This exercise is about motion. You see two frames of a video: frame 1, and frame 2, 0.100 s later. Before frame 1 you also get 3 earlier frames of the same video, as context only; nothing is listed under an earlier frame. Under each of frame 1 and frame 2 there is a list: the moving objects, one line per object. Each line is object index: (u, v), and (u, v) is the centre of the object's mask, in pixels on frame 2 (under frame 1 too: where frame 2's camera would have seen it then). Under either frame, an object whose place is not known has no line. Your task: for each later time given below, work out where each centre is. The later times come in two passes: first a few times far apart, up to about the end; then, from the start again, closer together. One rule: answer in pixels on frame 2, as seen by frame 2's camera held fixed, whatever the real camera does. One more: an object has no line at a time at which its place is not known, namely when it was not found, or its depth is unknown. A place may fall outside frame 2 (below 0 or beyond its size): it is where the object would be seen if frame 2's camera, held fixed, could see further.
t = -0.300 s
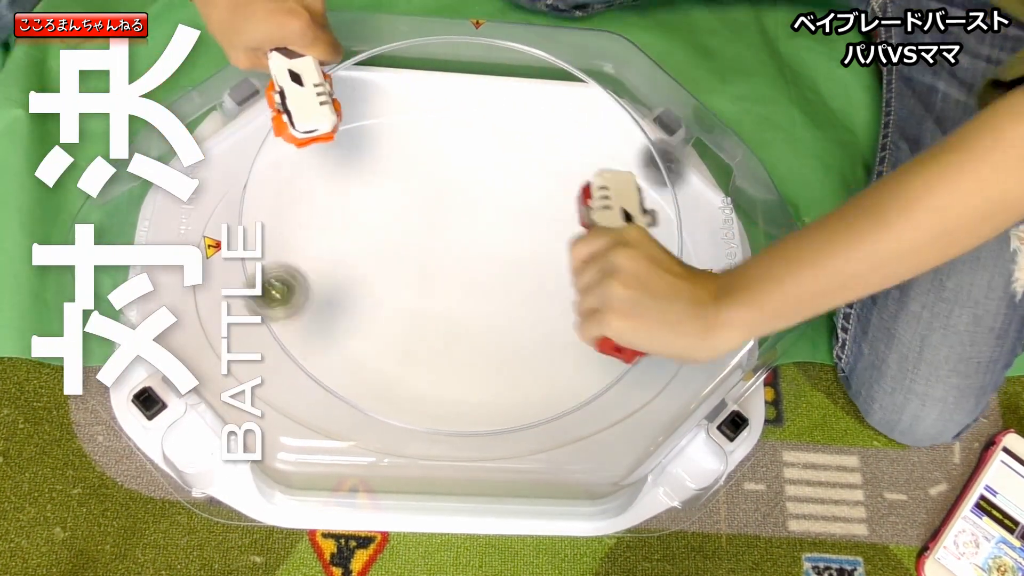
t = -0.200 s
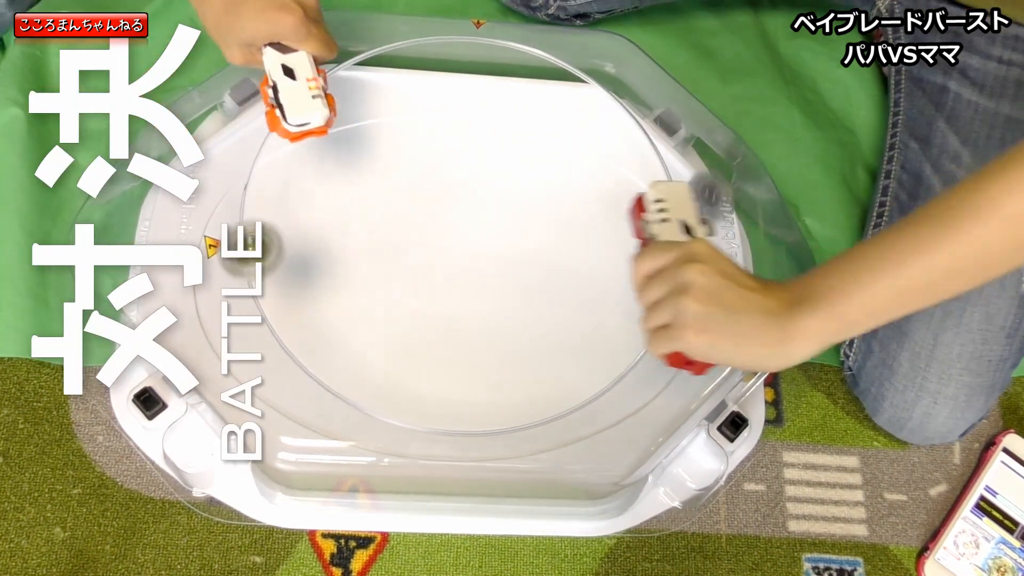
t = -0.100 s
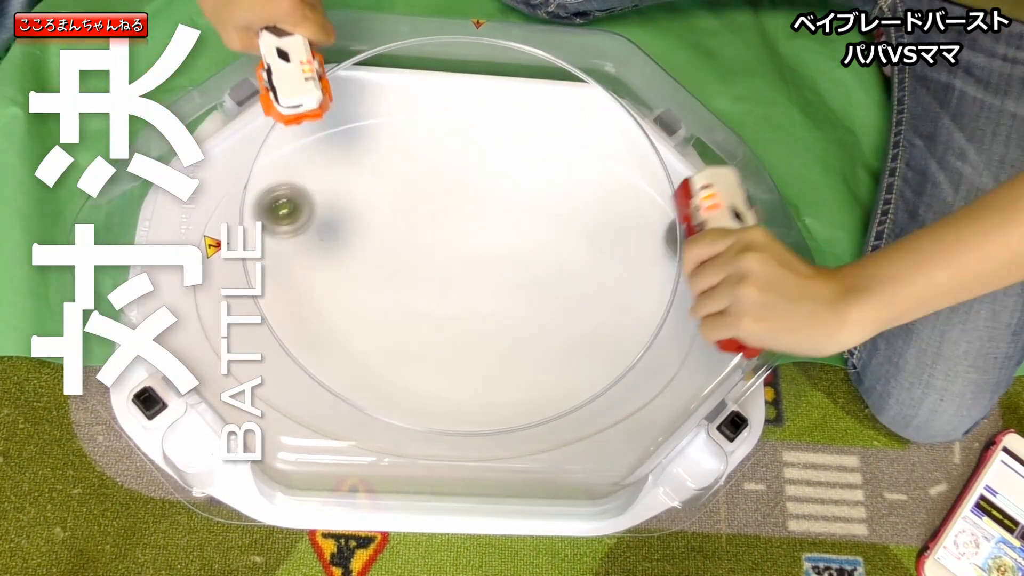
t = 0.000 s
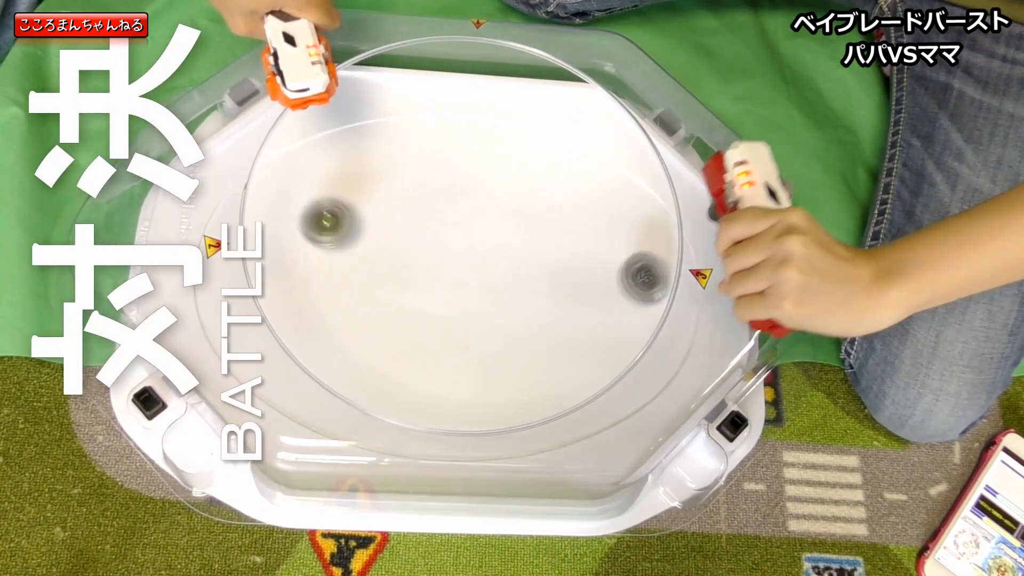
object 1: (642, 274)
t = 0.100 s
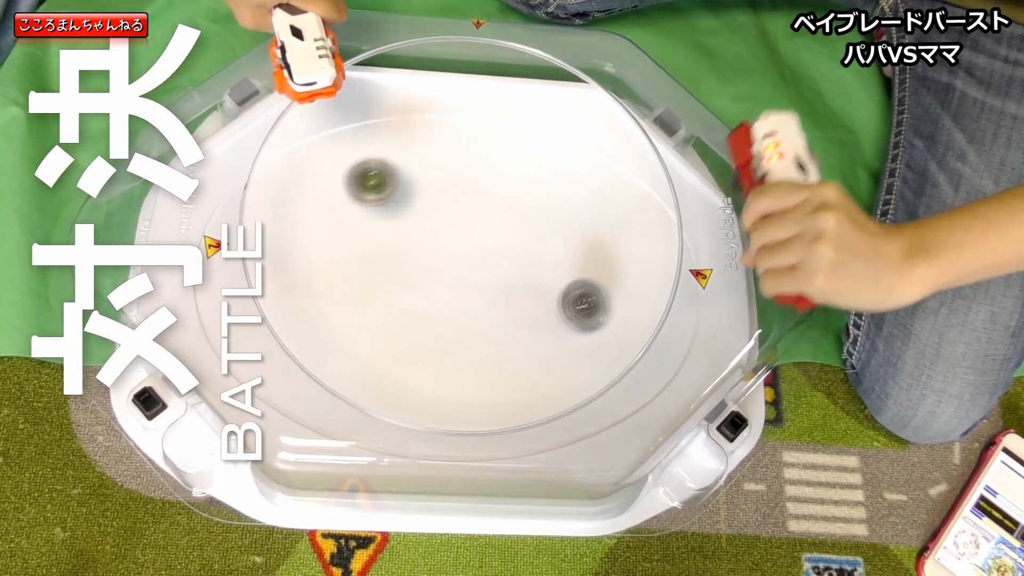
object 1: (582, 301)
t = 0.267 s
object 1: (466, 313)
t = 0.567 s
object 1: (321, 255)
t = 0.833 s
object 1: (371, 212)
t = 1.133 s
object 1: (494, 191)
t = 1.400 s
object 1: (525, 207)
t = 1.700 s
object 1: (502, 239)
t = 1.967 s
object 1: (490, 259)
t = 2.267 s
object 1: (518, 250)
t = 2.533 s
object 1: (517, 214)
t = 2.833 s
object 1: (471, 242)
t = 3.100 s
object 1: (513, 304)
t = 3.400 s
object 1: (598, 281)
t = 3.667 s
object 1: (560, 188)
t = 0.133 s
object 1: (559, 306)
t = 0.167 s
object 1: (536, 313)
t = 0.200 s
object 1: (513, 312)
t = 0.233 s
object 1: (488, 314)
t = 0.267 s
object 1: (466, 313)
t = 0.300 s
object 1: (442, 312)
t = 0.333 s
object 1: (419, 307)
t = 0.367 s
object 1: (400, 300)
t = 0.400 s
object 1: (380, 296)
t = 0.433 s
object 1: (364, 288)
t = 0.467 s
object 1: (352, 278)
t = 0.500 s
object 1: (338, 270)
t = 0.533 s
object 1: (329, 262)
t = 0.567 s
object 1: (321, 255)
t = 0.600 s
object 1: (316, 247)
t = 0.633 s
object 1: (315, 239)
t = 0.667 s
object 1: (316, 232)
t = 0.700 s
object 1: (321, 227)
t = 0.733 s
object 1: (329, 221)
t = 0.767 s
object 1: (340, 218)
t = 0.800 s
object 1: (354, 215)
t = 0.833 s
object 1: (371, 212)
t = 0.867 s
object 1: (388, 210)
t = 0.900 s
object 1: (405, 206)
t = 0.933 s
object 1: (421, 203)
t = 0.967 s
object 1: (436, 201)
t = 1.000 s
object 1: (451, 198)
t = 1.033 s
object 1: (463, 195)
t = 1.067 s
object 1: (475, 192)
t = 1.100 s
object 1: (485, 191)
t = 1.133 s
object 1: (494, 191)
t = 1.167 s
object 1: (502, 191)
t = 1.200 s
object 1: (508, 192)
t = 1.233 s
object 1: (514, 193)
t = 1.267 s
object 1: (519, 195)
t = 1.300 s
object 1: (522, 197)
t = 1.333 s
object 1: (524, 202)
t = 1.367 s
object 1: (525, 204)
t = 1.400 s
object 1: (525, 207)
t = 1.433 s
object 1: (525, 211)
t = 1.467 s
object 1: (523, 214)
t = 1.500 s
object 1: (522, 218)
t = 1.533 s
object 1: (520, 220)
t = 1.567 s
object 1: (516, 224)
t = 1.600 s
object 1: (513, 228)
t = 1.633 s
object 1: (509, 232)
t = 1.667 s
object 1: (506, 236)
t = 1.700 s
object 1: (502, 239)
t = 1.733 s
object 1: (500, 242)
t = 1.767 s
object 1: (497, 246)
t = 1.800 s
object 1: (494, 248)
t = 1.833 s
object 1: (492, 251)
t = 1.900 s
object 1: (490, 255)
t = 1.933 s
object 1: (489, 258)
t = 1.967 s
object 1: (490, 259)
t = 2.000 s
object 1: (491, 260)
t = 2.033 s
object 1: (492, 261)
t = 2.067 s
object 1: (495, 261)
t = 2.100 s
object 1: (498, 261)
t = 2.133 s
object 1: (501, 259)
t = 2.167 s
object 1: (505, 258)
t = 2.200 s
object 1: (509, 256)
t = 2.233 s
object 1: (513, 254)
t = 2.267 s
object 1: (518, 250)
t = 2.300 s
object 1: (521, 246)
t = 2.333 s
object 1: (526, 242)
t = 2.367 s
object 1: (528, 237)
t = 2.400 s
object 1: (530, 233)
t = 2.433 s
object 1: (530, 226)
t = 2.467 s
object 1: (528, 221)
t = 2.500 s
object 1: (524, 216)
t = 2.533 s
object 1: (517, 214)
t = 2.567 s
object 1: (507, 213)
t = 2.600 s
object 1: (497, 214)
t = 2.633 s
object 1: (484, 217)
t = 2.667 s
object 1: (481, 217)
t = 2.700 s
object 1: (479, 218)
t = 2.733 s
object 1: (477, 221)
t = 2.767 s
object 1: (474, 226)
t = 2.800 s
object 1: (471, 234)
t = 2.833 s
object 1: (471, 242)
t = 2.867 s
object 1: (472, 253)
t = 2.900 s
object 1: (474, 261)
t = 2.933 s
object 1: (478, 271)
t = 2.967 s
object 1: (484, 280)
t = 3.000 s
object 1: (489, 288)
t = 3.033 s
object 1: (497, 295)
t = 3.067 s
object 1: (505, 300)
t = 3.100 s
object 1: (513, 304)
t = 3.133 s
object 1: (521, 308)
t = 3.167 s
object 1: (530, 310)
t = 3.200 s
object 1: (539, 310)
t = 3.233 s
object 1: (547, 309)
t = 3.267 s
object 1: (557, 306)
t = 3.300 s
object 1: (567, 302)
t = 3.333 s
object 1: (576, 295)
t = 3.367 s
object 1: (588, 290)
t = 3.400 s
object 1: (598, 281)
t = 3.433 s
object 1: (604, 269)
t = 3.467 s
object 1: (609, 256)
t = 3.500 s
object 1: (610, 243)
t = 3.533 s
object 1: (607, 230)
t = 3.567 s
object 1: (601, 216)
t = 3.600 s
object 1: (590, 205)
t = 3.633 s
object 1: (577, 194)
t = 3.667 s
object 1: (560, 188)
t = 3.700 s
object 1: (540, 180)
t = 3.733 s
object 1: (520, 178)
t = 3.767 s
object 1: (494, 176)
